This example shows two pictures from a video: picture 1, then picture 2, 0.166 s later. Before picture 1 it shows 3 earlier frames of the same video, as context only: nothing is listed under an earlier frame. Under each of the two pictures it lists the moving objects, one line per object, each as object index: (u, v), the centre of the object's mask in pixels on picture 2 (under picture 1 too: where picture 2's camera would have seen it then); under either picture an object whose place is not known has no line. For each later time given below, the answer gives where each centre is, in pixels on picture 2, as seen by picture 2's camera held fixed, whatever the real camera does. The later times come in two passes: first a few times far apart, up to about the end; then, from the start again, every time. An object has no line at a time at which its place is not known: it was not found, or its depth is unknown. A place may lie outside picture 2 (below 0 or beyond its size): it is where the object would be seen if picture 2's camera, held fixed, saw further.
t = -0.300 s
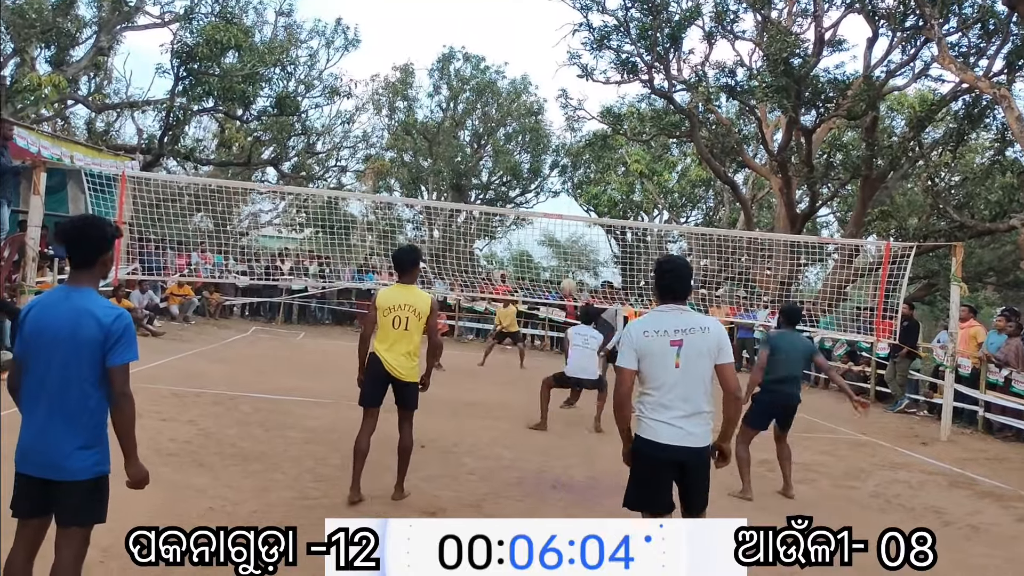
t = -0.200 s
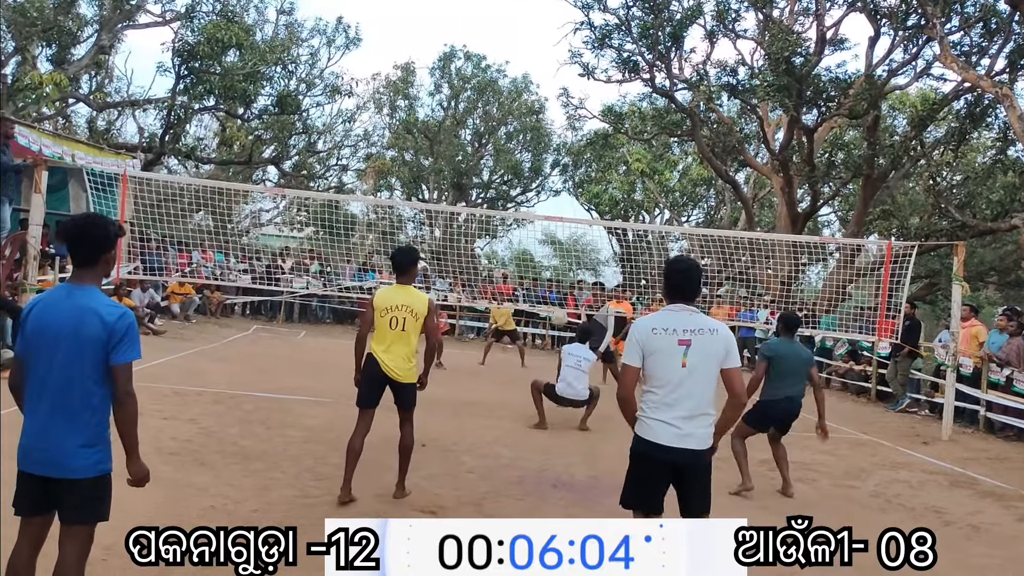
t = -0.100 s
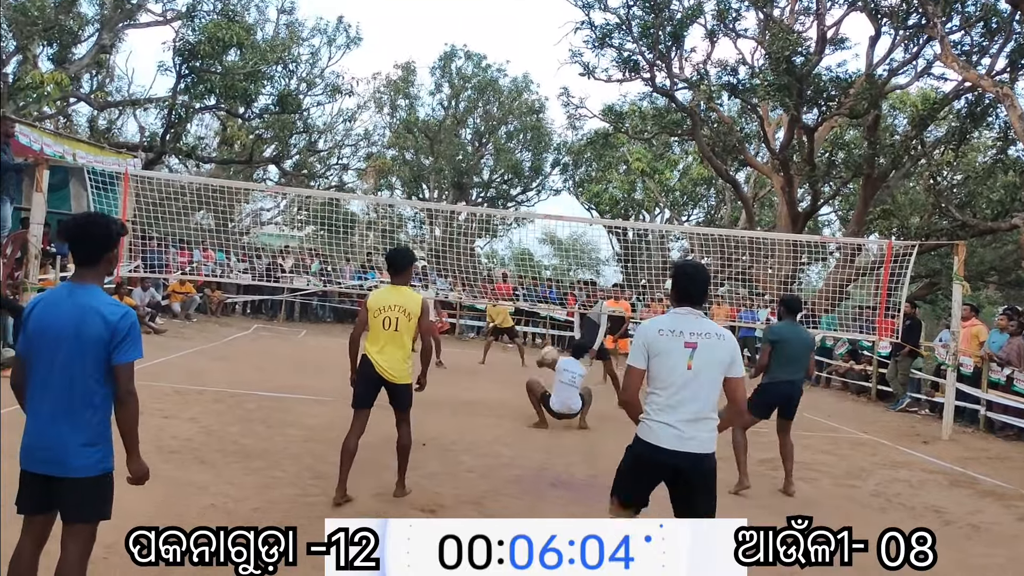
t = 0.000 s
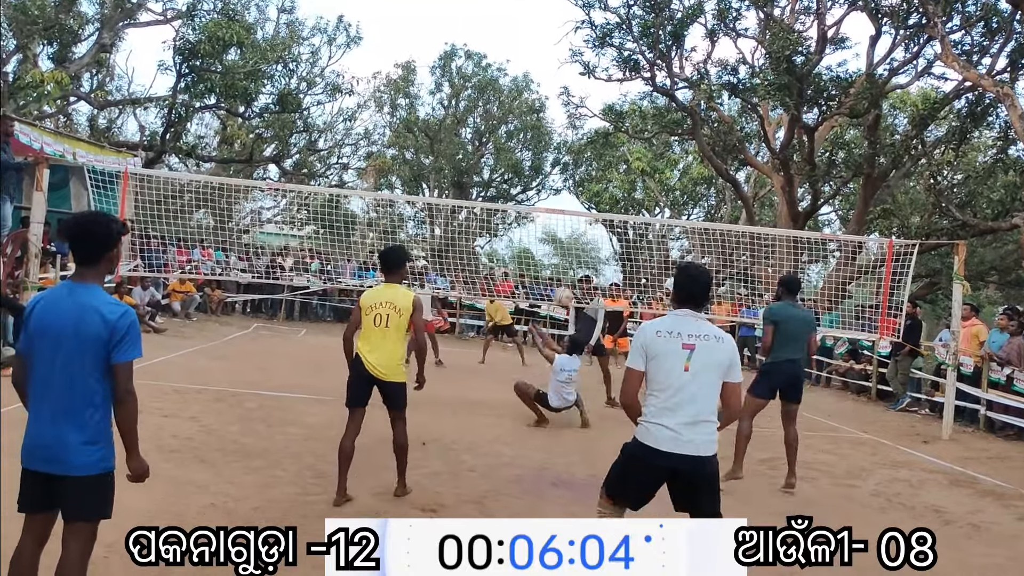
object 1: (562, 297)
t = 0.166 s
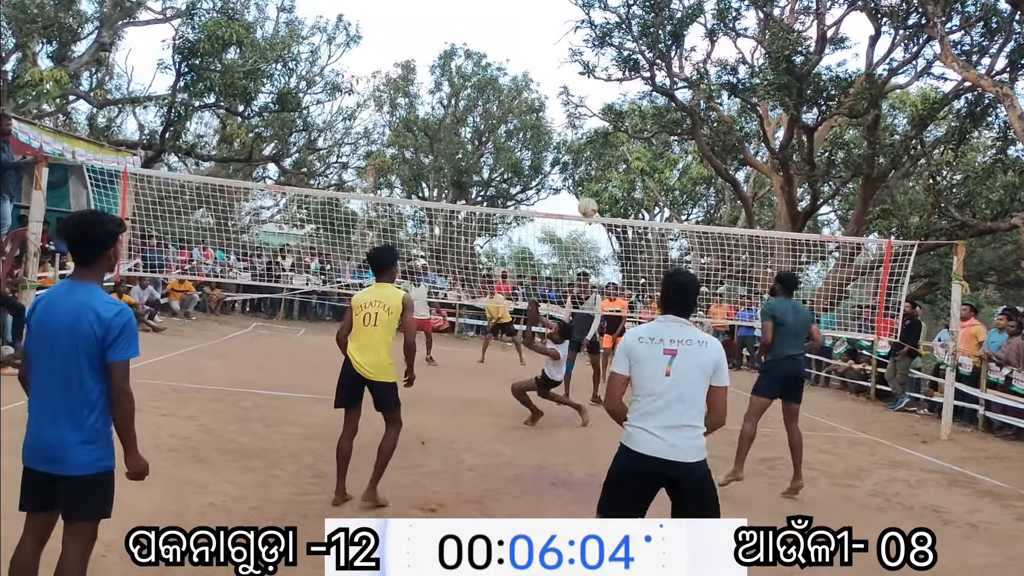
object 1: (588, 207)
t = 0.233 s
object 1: (598, 177)
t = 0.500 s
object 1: (649, 77)
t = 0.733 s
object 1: (703, 40)
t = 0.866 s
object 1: (740, 53)
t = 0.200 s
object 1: (593, 192)
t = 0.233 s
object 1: (598, 177)
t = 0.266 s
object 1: (605, 160)
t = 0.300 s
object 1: (610, 147)
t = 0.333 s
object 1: (616, 134)
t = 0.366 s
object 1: (623, 121)
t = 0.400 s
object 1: (629, 109)
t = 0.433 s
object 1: (635, 97)
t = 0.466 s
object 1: (642, 86)
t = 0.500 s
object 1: (649, 77)
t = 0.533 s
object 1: (657, 68)
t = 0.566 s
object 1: (663, 60)
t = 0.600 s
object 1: (671, 53)
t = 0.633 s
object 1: (679, 48)
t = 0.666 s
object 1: (686, 45)
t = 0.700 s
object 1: (695, 42)
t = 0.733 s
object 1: (703, 40)
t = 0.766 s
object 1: (712, 40)
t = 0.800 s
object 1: (721, 42)
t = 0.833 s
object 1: (731, 46)
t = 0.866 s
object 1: (740, 53)
